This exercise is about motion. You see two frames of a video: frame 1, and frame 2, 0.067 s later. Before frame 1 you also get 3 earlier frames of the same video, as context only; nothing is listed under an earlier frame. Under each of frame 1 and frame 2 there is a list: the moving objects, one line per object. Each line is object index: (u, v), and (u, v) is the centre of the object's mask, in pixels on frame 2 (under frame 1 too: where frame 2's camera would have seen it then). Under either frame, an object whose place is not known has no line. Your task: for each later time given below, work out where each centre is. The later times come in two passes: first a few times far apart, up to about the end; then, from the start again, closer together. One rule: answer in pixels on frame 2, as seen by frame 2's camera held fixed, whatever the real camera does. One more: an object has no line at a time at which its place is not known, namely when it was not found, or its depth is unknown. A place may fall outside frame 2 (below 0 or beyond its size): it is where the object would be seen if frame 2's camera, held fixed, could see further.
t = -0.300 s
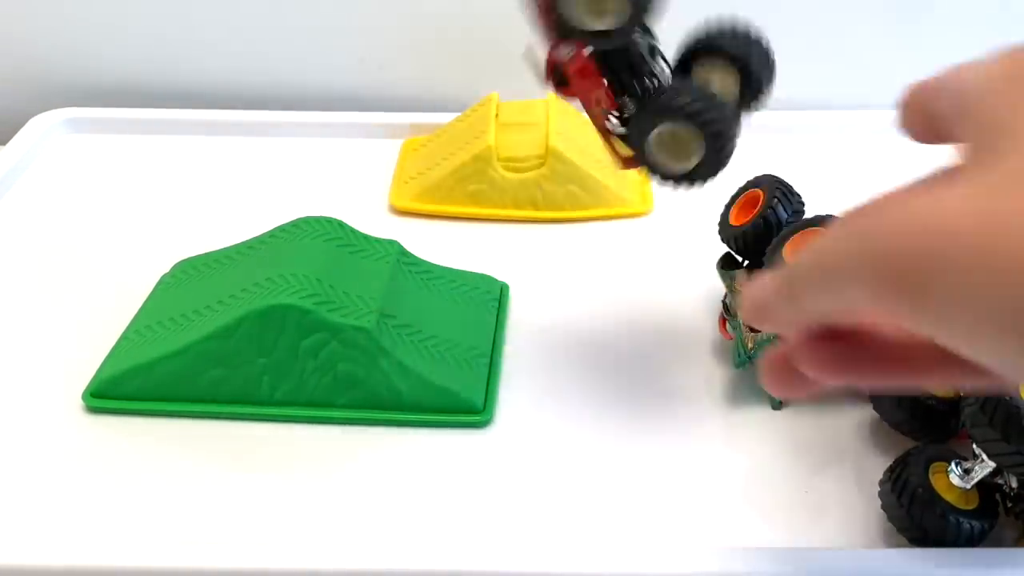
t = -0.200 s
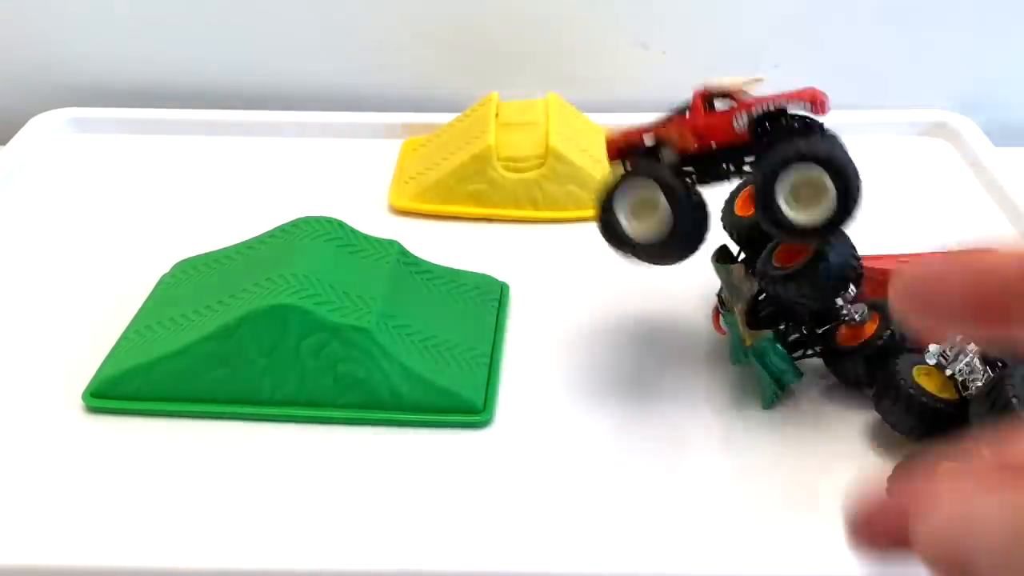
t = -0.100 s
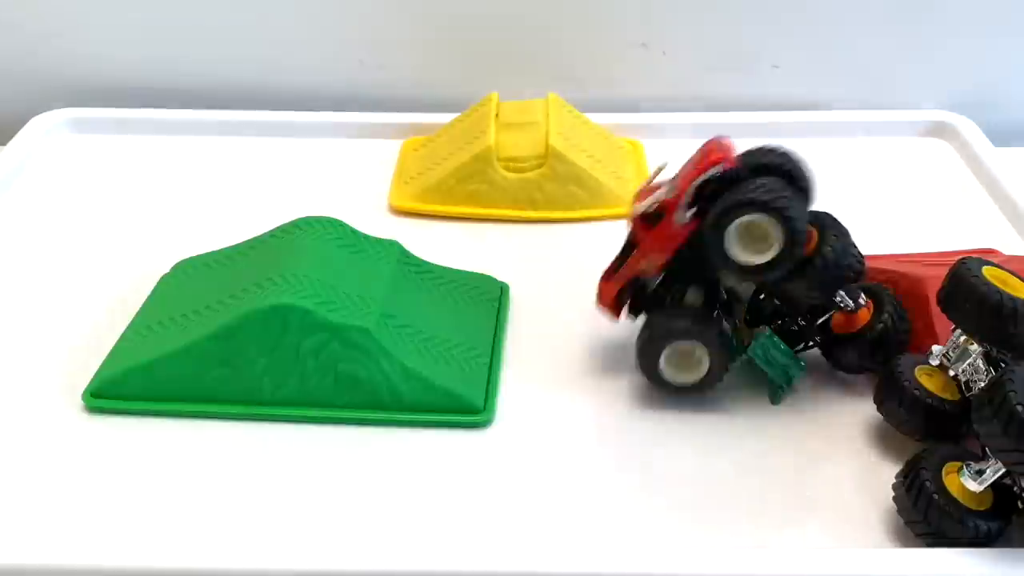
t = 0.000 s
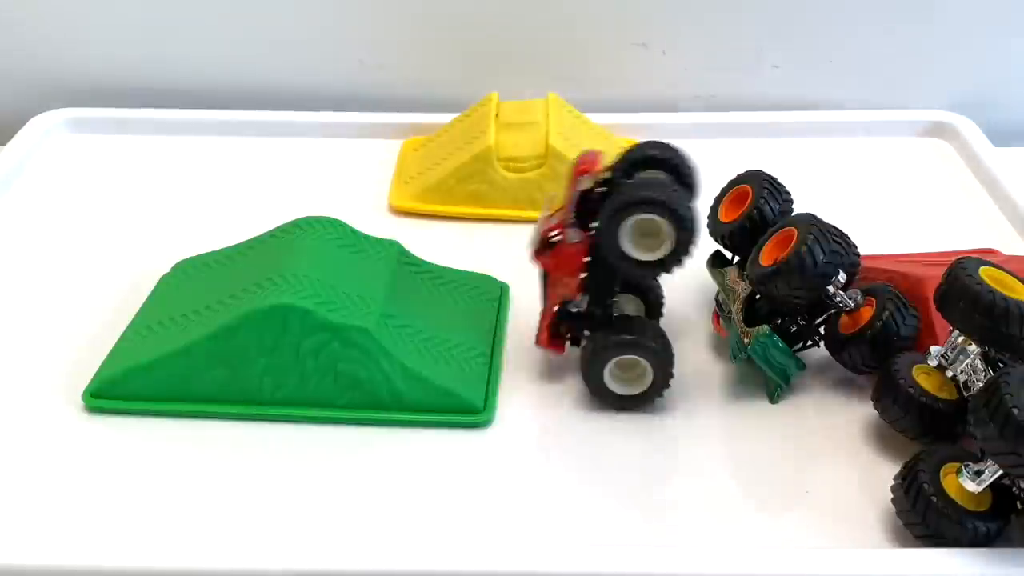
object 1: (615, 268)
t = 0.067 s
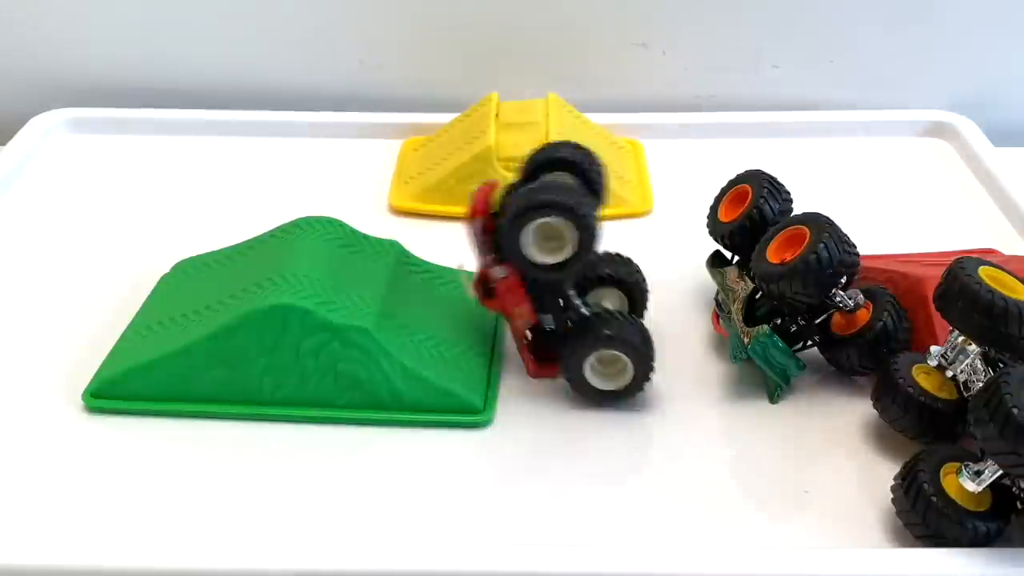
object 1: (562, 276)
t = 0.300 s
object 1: (500, 271)
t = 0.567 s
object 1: (544, 301)
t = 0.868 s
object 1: (586, 342)
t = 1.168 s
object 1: (586, 343)
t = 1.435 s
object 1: (586, 343)
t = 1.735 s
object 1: (586, 342)
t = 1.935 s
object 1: (586, 342)
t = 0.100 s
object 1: (536, 271)
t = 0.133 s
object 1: (506, 271)
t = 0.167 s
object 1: (484, 266)
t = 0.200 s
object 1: (478, 264)
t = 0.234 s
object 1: (480, 266)
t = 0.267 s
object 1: (489, 271)
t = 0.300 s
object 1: (500, 271)
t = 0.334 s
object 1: (507, 270)
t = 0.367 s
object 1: (512, 273)
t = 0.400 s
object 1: (515, 275)
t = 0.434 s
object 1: (520, 277)
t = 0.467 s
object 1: (525, 279)
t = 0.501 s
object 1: (530, 282)
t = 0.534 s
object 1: (537, 288)
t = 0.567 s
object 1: (544, 301)
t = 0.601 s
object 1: (552, 310)
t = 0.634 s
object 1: (563, 326)
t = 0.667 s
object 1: (575, 337)
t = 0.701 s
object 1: (582, 342)
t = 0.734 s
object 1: (585, 344)
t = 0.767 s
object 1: (586, 343)
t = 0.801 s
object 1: (585, 343)
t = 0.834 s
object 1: (586, 343)
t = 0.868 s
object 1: (586, 342)
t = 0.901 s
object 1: (586, 343)
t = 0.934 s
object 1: (586, 342)
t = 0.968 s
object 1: (586, 343)
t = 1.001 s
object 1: (586, 342)
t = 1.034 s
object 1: (586, 343)
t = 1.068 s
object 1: (586, 343)
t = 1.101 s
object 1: (586, 343)
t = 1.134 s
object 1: (586, 342)
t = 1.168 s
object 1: (586, 343)
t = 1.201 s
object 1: (586, 343)
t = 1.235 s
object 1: (586, 343)
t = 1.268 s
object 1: (586, 342)
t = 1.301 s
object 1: (586, 343)
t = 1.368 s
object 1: (586, 343)
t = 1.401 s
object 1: (586, 342)
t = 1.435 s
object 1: (586, 343)
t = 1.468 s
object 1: (586, 343)
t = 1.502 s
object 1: (586, 343)
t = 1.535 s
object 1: (586, 343)
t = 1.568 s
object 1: (586, 342)
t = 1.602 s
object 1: (586, 342)
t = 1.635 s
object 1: (586, 342)
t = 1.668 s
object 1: (586, 343)
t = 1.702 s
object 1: (586, 342)
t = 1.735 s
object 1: (586, 342)
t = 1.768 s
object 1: (586, 342)
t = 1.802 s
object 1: (586, 343)
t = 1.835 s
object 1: (586, 342)
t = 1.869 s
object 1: (586, 342)
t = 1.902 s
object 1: (586, 342)
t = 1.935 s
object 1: (586, 342)
